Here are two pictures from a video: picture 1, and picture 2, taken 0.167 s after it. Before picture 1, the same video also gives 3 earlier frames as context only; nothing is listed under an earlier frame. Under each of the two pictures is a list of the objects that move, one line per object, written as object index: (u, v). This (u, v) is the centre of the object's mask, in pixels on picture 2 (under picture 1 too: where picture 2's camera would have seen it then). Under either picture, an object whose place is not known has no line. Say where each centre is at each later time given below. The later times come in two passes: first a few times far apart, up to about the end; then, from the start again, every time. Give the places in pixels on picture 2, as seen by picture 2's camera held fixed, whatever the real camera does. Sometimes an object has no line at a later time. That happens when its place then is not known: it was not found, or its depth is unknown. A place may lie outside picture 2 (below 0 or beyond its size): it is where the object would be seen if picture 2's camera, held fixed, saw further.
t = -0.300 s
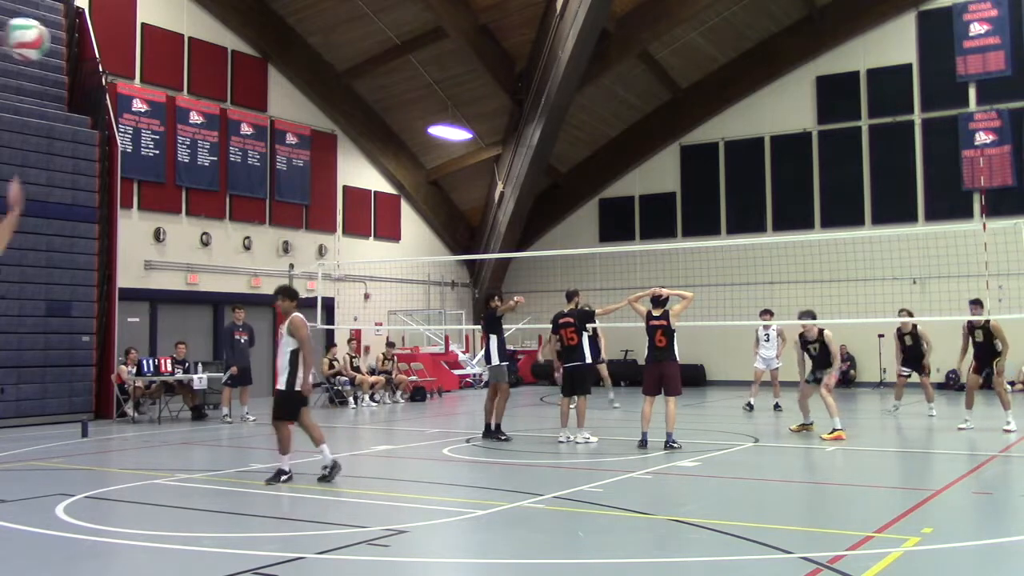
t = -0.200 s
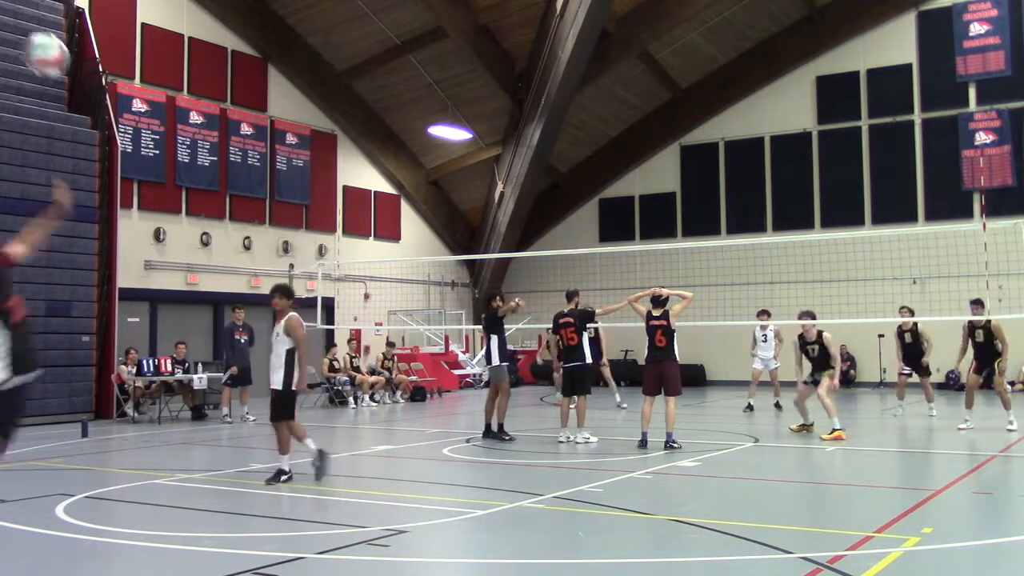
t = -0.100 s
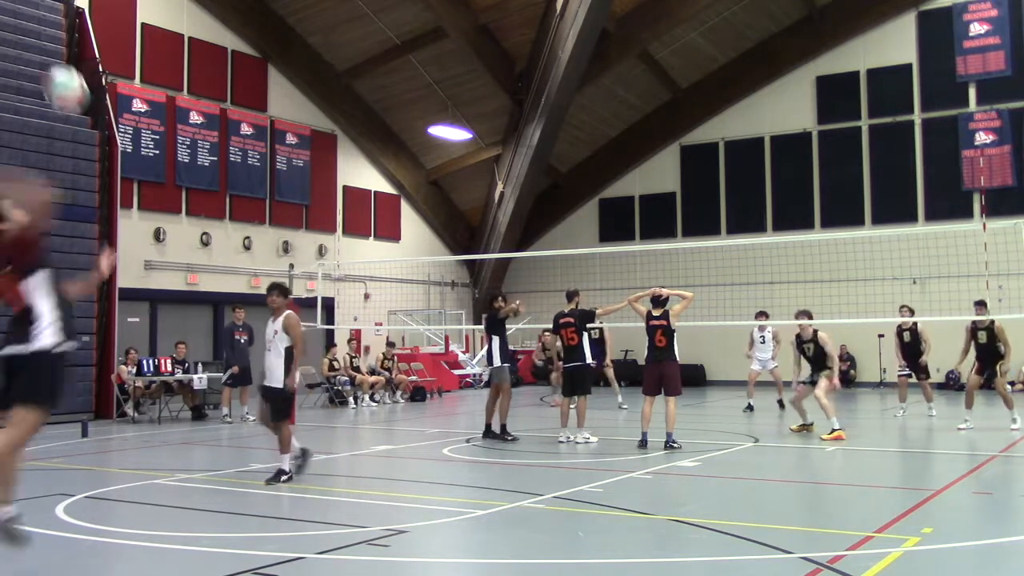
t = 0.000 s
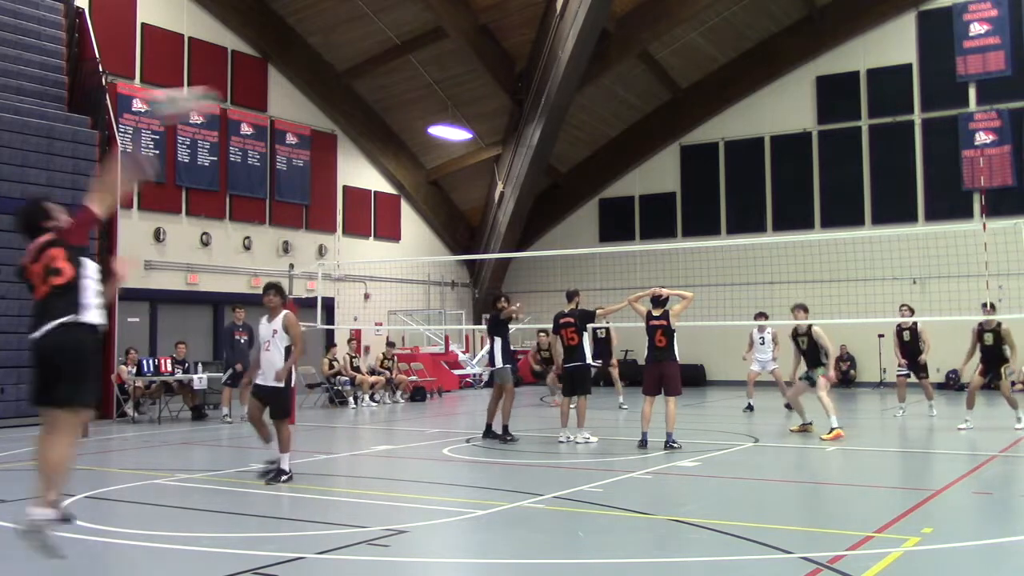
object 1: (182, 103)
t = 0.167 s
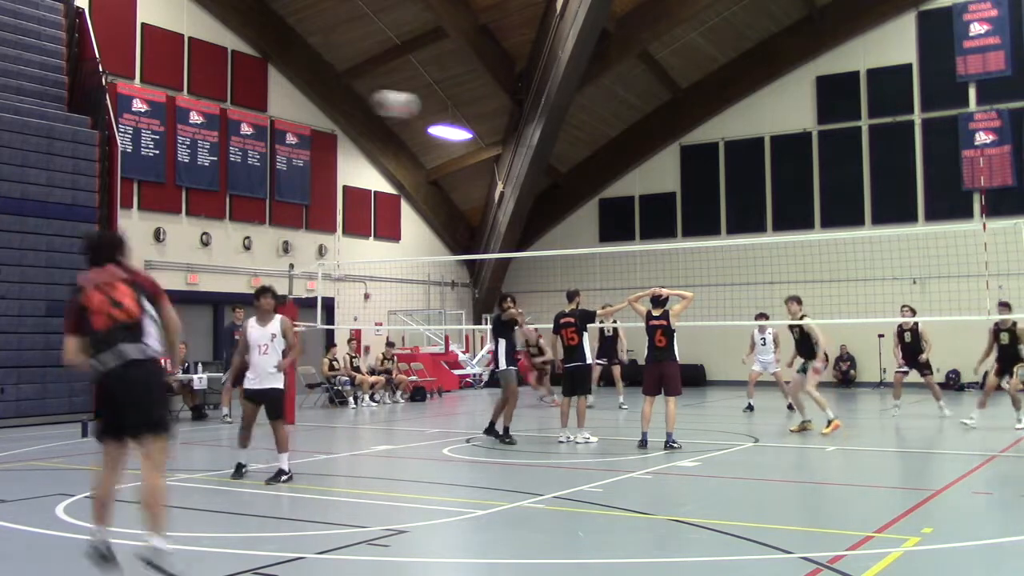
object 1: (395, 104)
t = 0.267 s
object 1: (472, 118)
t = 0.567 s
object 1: (608, 183)
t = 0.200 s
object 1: (425, 108)
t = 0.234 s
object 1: (450, 113)
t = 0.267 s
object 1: (472, 118)
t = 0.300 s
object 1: (494, 125)
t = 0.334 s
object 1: (512, 130)
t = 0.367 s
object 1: (529, 137)
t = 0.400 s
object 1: (545, 144)
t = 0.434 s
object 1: (559, 153)
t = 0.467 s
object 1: (573, 159)
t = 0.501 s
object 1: (586, 167)
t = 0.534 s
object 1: (598, 176)
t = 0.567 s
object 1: (608, 183)
